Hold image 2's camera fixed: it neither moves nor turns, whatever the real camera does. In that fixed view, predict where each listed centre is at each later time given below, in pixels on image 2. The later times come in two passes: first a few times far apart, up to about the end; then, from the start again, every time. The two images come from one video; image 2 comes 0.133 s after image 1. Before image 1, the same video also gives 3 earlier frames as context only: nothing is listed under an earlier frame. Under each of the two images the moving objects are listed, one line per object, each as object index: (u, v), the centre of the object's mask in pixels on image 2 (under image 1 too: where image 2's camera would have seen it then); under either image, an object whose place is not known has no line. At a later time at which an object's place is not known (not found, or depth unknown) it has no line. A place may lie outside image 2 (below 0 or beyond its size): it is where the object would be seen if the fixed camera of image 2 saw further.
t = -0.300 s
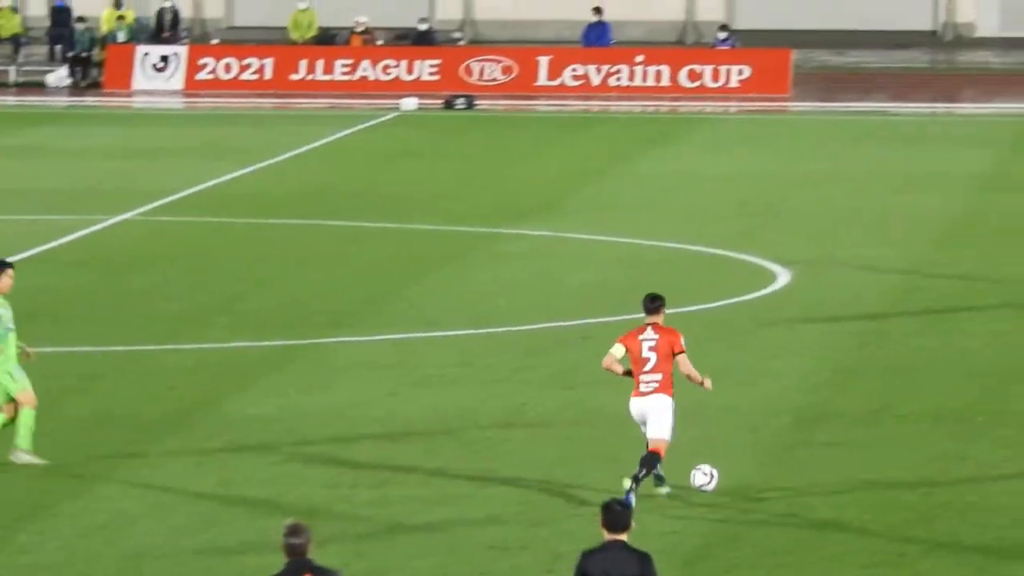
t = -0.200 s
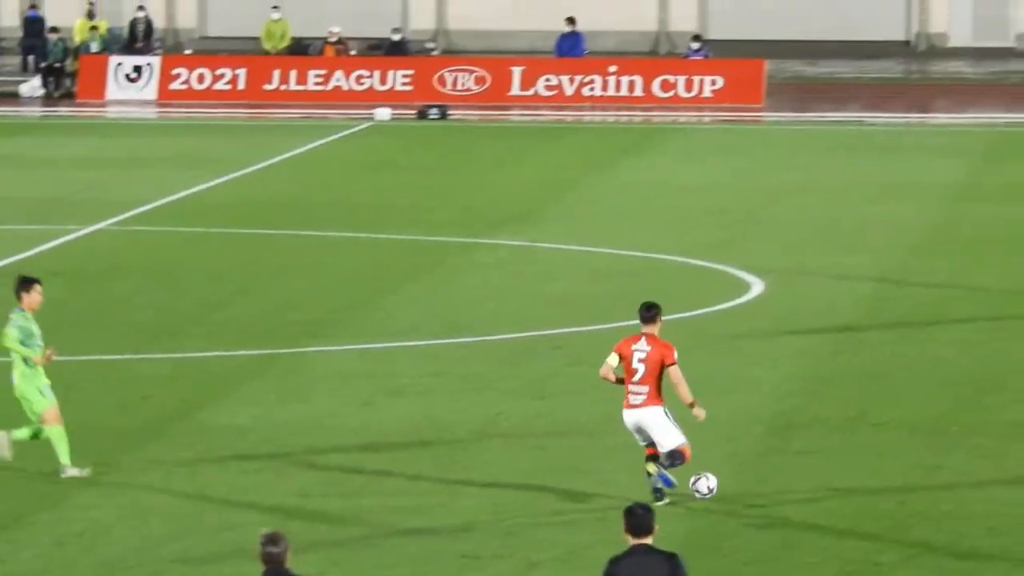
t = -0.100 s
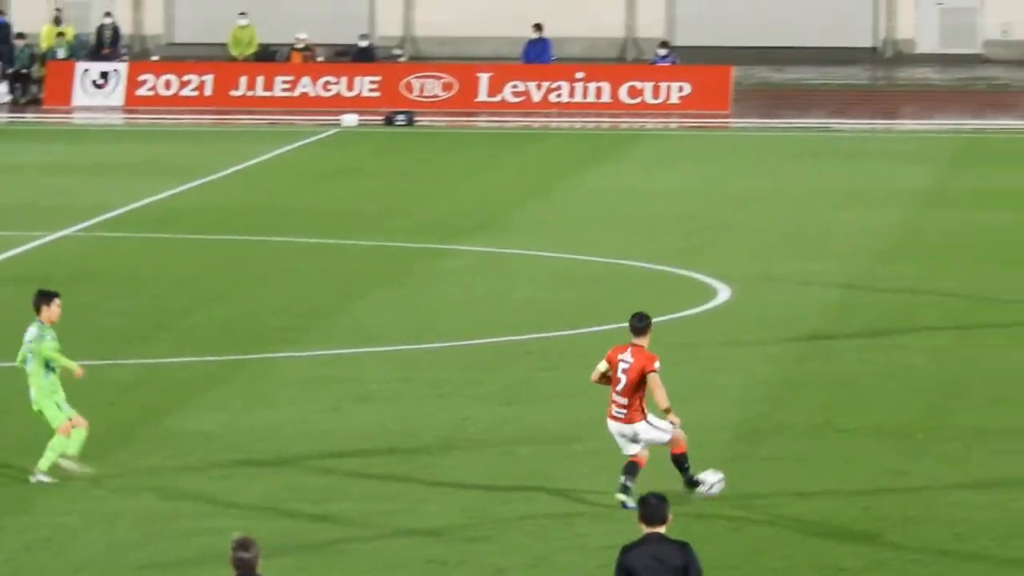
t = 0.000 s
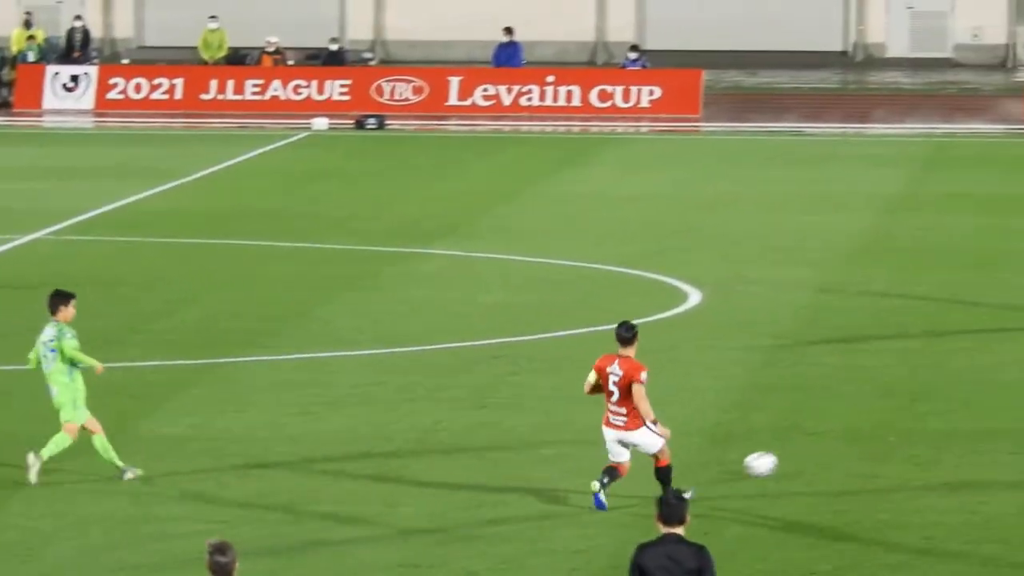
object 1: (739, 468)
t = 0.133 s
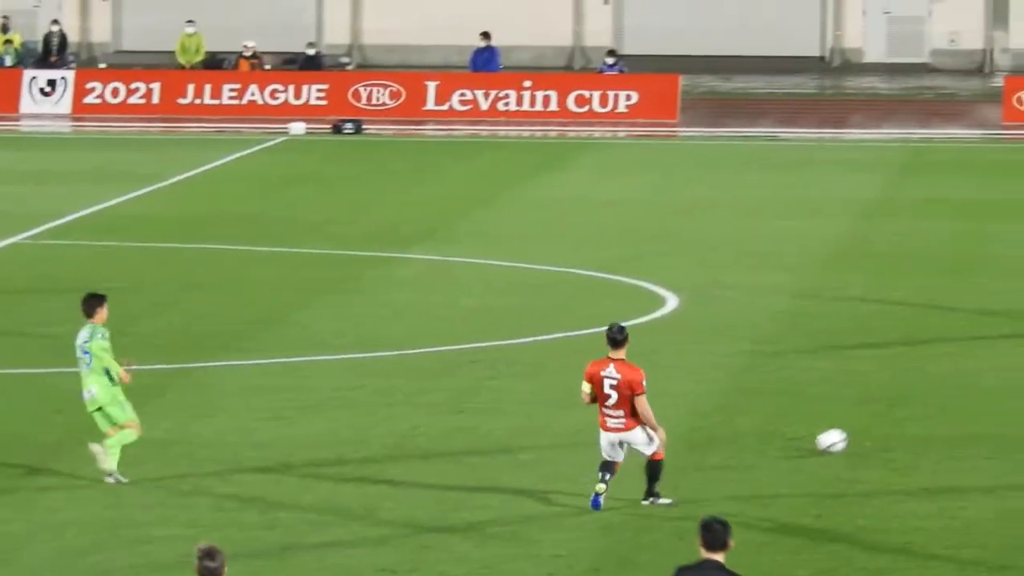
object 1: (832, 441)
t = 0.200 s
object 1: (872, 427)
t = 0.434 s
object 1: (990, 389)
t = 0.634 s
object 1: (1070, 366)
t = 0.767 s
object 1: (1116, 354)
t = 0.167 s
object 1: (853, 436)
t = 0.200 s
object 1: (872, 427)
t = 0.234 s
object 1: (889, 420)
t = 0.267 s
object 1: (906, 414)
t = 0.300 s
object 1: (926, 410)
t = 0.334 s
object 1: (944, 407)
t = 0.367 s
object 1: (958, 402)
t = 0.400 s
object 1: (974, 395)
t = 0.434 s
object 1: (990, 389)
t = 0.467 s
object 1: (1005, 386)
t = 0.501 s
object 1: (1018, 383)
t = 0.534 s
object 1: (1032, 380)
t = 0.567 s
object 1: (1047, 375)
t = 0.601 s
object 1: (1060, 370)
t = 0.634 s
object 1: (1070, 366)
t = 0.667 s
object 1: (1083, 365)
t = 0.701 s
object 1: (1095, 363)
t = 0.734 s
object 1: (1105, 359)
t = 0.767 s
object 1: (1116, 354)
